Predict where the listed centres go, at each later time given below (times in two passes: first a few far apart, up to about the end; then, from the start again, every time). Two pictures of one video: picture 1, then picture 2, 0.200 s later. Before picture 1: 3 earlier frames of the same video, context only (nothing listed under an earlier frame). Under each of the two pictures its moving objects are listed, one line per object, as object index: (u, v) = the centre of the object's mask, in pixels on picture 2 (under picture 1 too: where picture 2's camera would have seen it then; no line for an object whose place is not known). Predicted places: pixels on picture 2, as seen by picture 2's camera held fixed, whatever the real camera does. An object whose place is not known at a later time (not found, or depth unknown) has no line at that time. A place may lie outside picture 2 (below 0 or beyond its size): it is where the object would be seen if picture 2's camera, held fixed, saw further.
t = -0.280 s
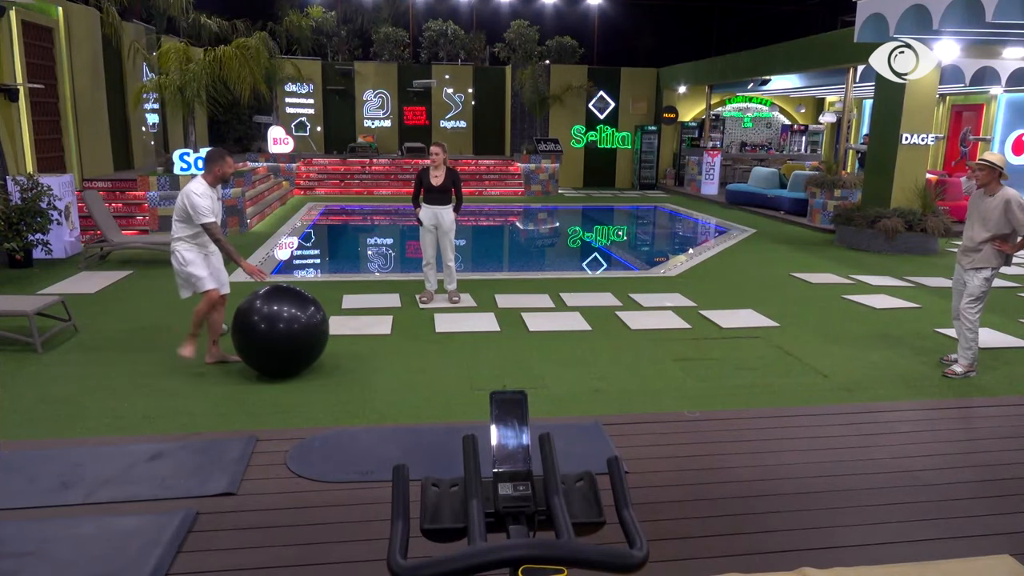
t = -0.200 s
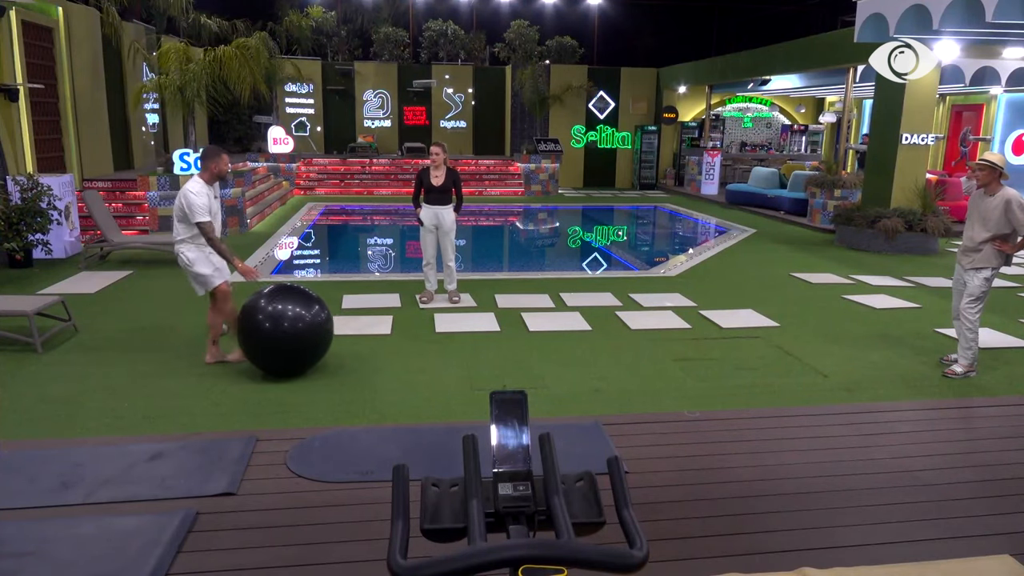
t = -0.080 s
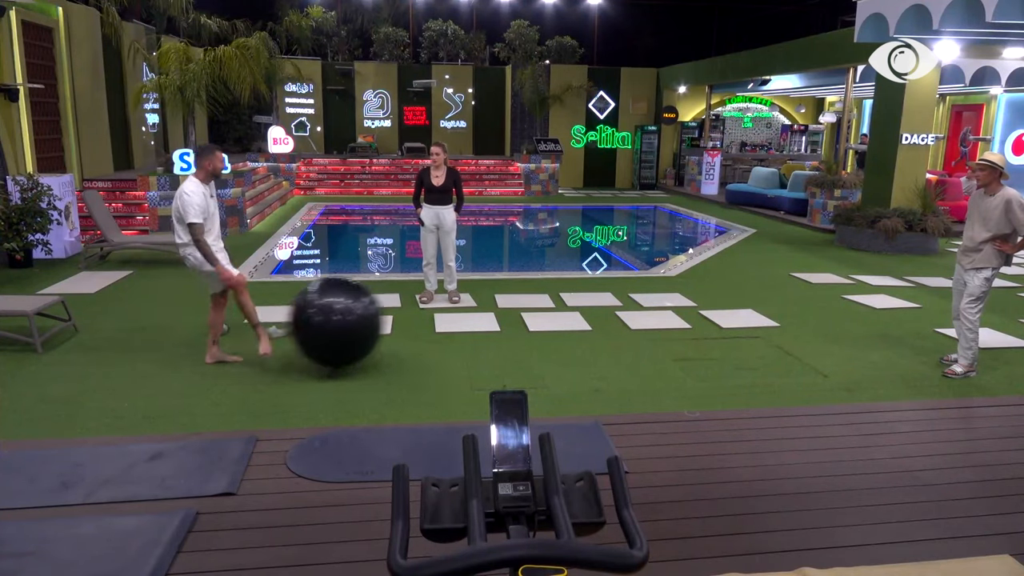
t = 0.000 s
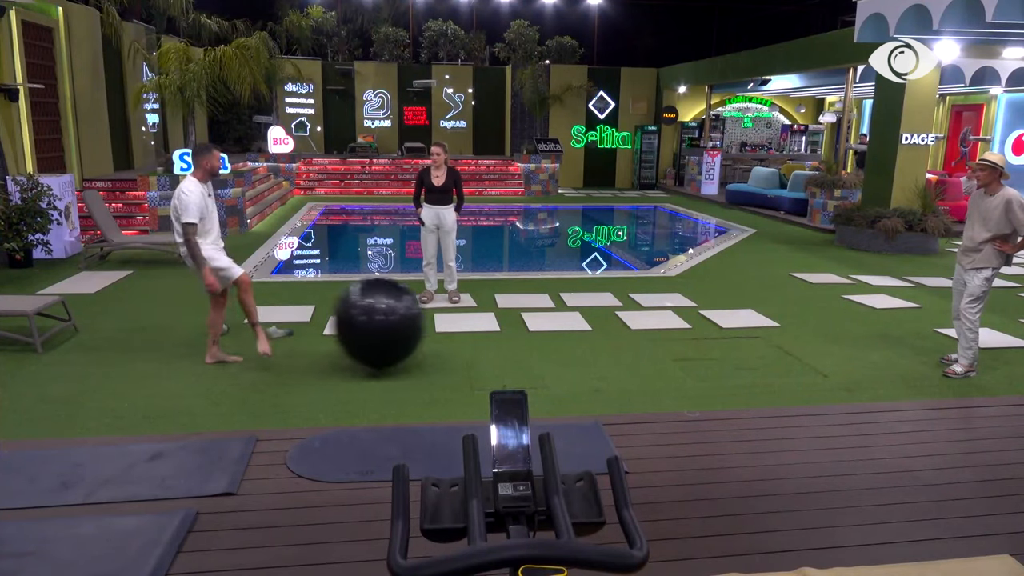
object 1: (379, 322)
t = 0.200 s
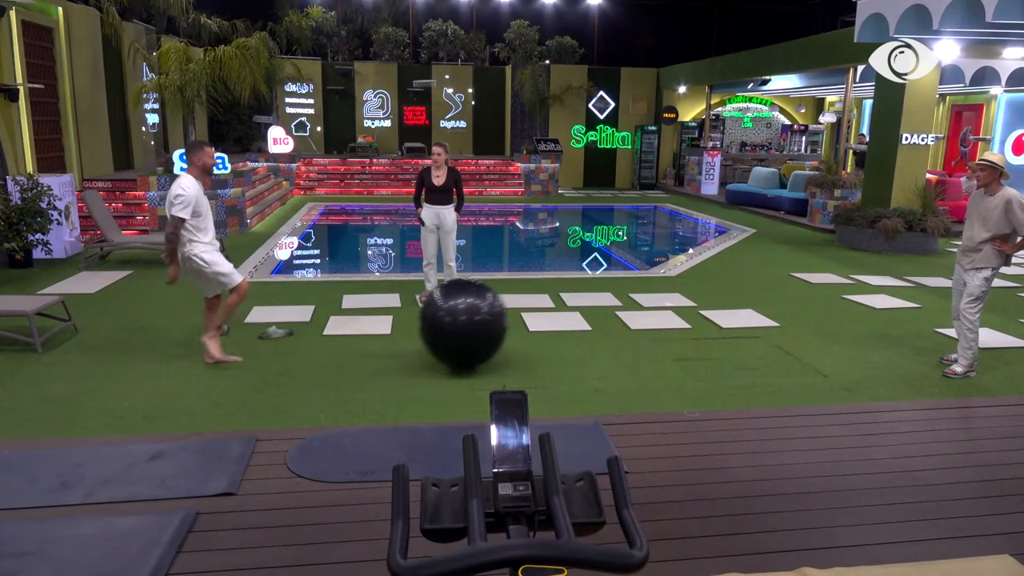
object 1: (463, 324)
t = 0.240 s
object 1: (476, 321)
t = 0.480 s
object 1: (547, 327)
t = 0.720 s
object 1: (616, 327)
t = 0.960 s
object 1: (684, 325)
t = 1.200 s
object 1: (749, 323)
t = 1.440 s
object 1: (805, 319)
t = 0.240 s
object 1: (476, 321)
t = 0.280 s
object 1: (488, 320)
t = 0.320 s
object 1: (500, 321)
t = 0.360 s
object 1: (512, 324)
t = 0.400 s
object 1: (523, 327)
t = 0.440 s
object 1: (535, 329)
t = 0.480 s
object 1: (547, 327)
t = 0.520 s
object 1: (559, 324)
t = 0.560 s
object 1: (571, 322)
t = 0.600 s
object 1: (582, 322)
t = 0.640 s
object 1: (594, 323)
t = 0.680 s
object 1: (605, 326)
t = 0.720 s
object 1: (616, 327)
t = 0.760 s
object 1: (628, 325)
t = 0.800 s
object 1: (639, 323)
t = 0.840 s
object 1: (651, 322)
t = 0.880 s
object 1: (662, 322)
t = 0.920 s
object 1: (673, 324)
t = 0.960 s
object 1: (684, 325)
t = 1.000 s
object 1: (695, 325)
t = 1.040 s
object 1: (707, 323)
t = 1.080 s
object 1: (718, 322)
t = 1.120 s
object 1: (728, 322)
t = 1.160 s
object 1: (738, 323)
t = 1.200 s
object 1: (749, 323)
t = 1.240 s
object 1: (759, 322)
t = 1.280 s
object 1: (768, 320)
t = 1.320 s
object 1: (778, 321)
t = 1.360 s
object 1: (787, 322)
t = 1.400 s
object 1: (796, 322)
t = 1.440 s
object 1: (805, 319)
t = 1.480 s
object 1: (814, 316)
